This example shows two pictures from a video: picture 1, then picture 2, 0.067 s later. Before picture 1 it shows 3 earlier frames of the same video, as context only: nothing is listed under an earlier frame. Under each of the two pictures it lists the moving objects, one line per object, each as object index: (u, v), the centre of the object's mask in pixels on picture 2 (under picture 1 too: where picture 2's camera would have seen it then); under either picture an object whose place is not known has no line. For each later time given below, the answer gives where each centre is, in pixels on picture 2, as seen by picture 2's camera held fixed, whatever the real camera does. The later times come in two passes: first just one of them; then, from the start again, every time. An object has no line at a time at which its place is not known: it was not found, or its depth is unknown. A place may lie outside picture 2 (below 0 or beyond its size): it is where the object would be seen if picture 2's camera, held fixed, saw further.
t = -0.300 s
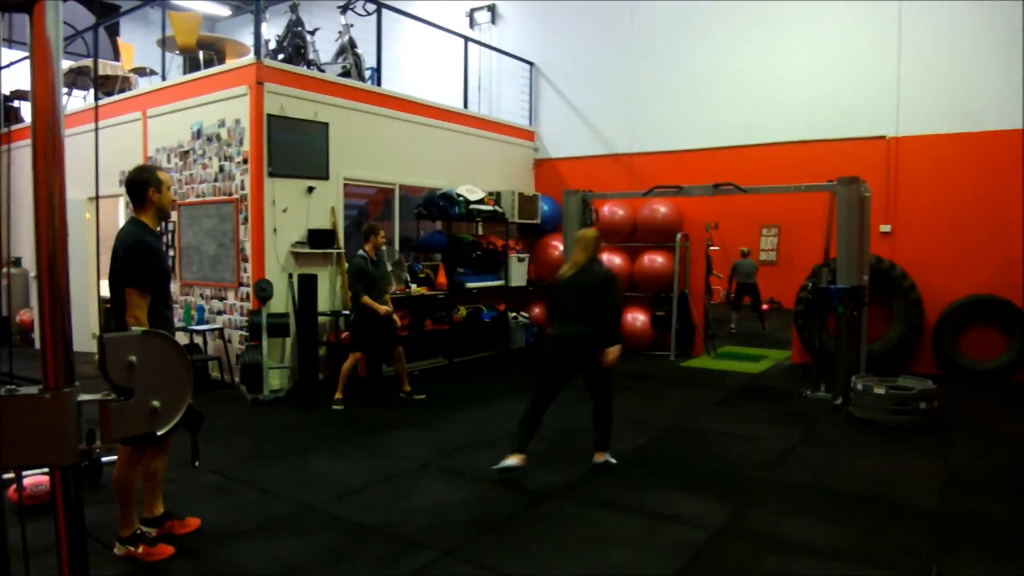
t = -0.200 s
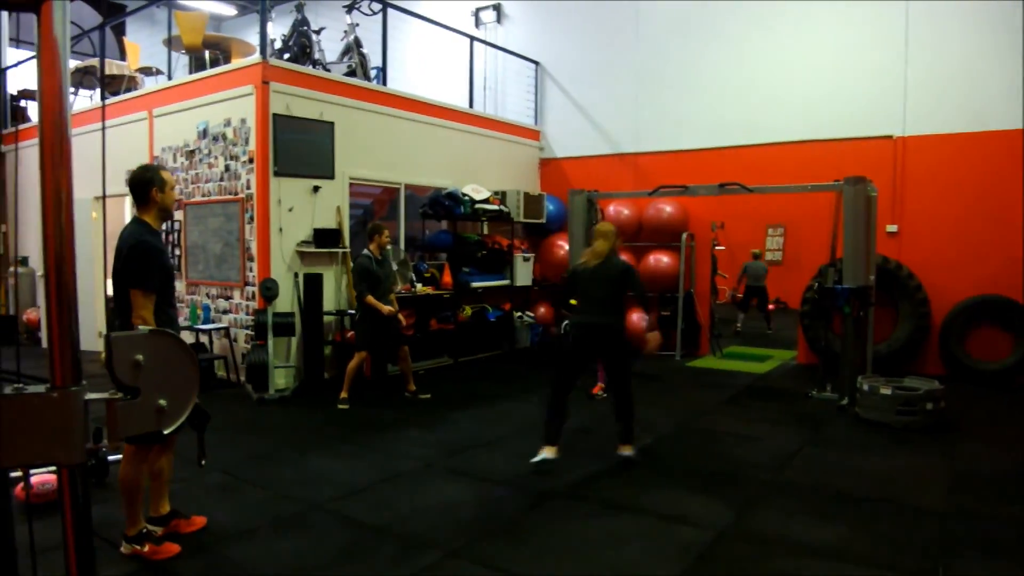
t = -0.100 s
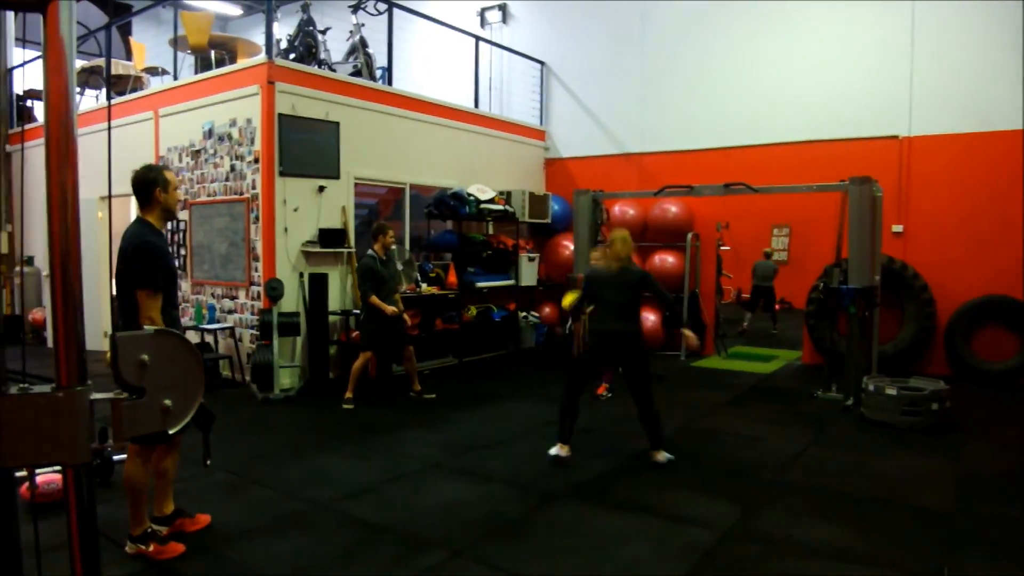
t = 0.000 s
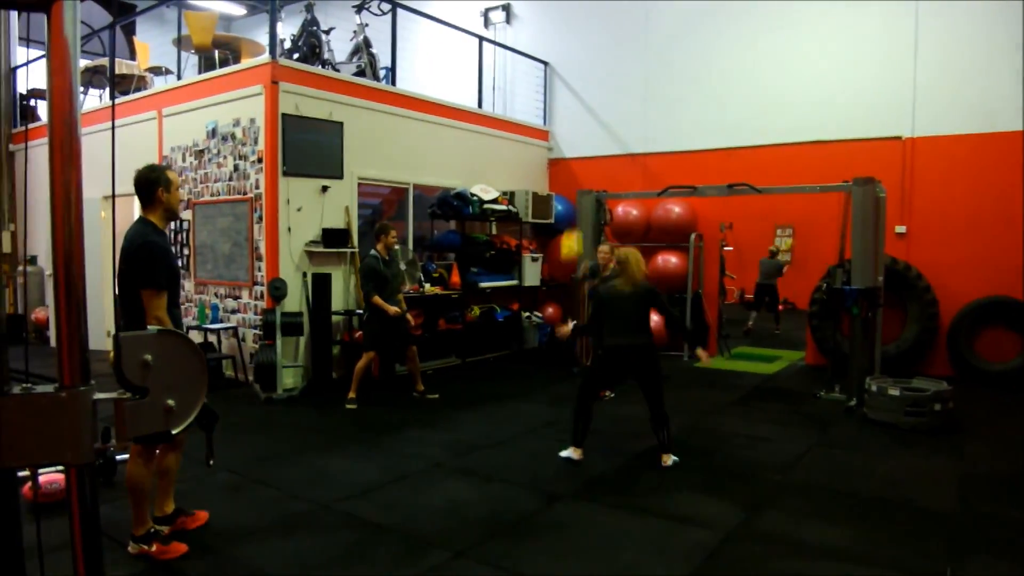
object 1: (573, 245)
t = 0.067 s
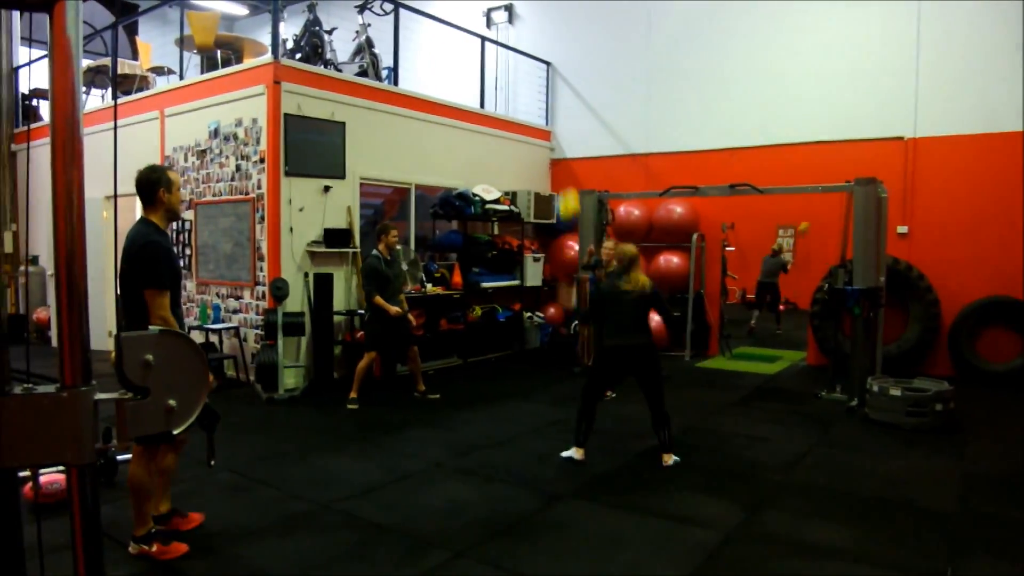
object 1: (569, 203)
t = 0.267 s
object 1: (549, 91)
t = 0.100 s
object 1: (566, 183)
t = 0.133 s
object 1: (563, 166)
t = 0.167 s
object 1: (560, 145)
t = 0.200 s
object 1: (557, 126)
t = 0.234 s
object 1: (553, 109)
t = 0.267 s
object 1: (549, 91)
